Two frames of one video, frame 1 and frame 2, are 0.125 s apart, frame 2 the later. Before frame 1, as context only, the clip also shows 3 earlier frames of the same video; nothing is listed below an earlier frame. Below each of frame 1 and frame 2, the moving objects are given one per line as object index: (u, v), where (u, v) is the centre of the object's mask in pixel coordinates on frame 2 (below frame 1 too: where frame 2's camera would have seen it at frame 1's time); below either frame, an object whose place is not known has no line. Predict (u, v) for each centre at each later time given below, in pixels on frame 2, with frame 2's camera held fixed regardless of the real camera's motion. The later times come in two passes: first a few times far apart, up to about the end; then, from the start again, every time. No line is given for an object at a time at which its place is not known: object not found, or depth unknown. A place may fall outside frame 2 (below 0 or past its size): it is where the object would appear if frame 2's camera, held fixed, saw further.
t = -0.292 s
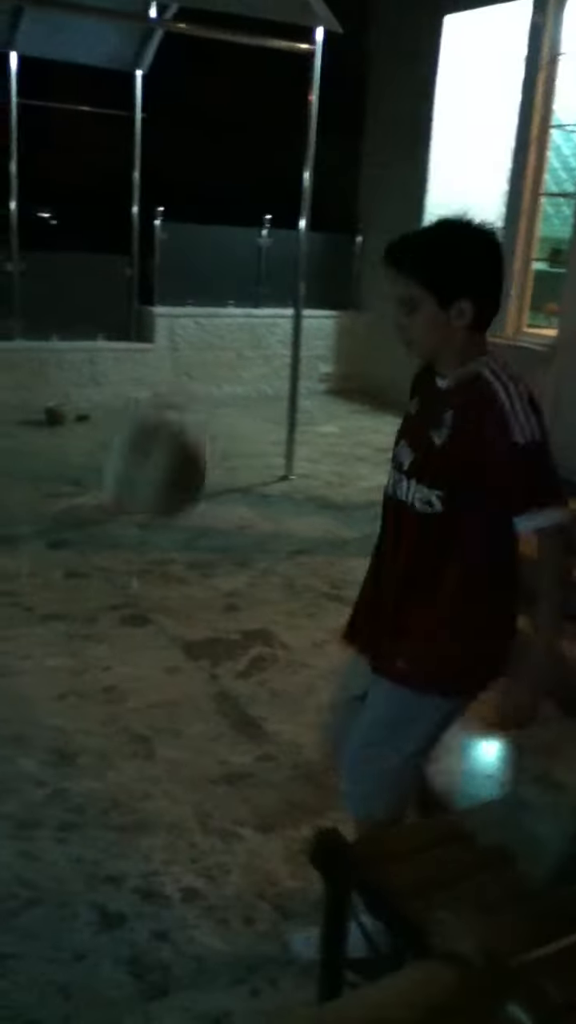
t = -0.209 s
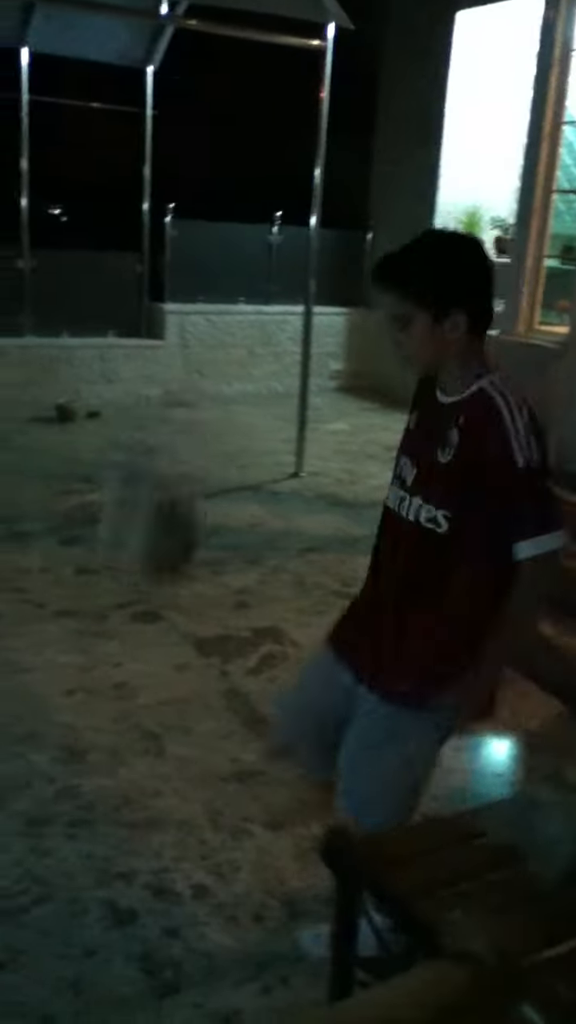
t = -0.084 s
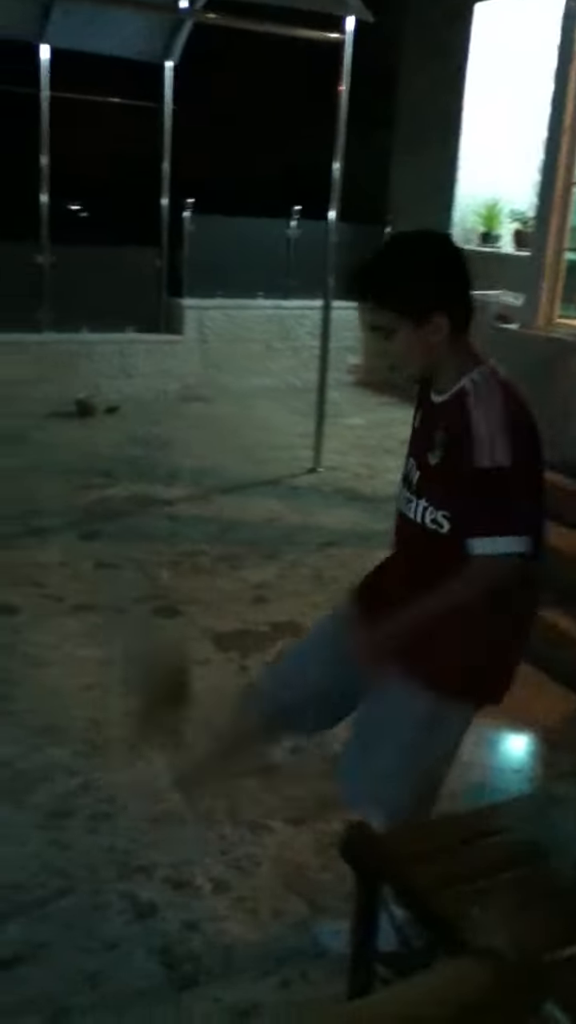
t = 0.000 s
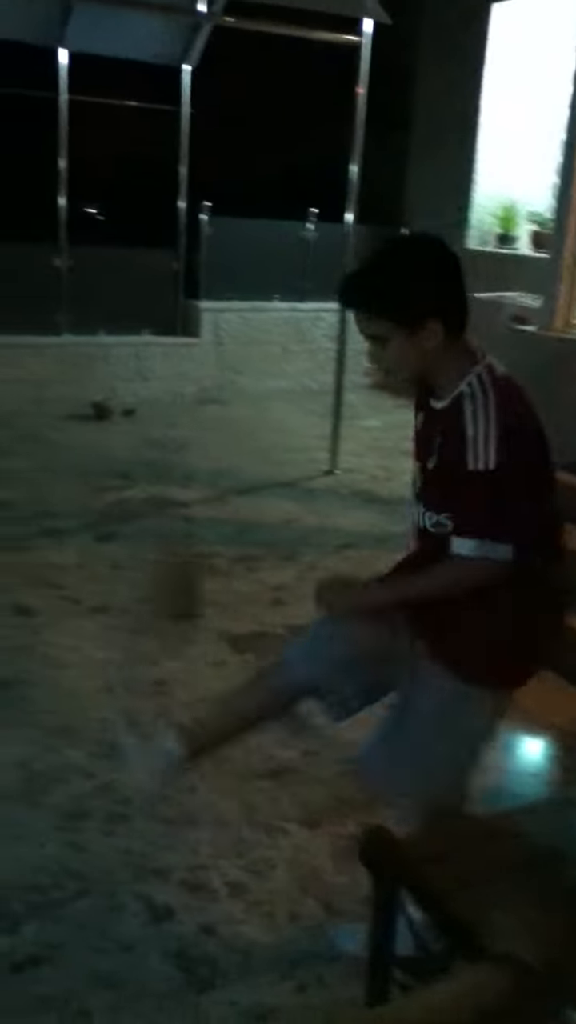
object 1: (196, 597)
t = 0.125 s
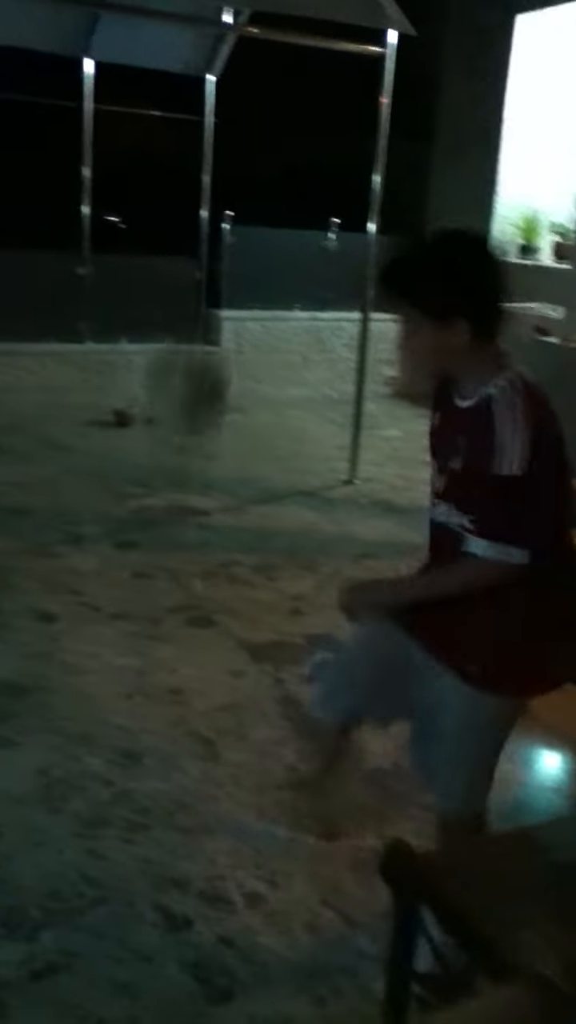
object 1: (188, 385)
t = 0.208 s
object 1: (184, 302)
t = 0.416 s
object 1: (189, 238)
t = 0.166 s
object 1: (186, 342)
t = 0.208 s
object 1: (184, 302)
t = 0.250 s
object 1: (183, 287)
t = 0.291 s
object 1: (184, 253)
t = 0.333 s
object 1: (188, 241)
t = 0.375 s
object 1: (190, 238)
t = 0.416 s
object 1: (189, 238)
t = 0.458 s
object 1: (186, 238)
